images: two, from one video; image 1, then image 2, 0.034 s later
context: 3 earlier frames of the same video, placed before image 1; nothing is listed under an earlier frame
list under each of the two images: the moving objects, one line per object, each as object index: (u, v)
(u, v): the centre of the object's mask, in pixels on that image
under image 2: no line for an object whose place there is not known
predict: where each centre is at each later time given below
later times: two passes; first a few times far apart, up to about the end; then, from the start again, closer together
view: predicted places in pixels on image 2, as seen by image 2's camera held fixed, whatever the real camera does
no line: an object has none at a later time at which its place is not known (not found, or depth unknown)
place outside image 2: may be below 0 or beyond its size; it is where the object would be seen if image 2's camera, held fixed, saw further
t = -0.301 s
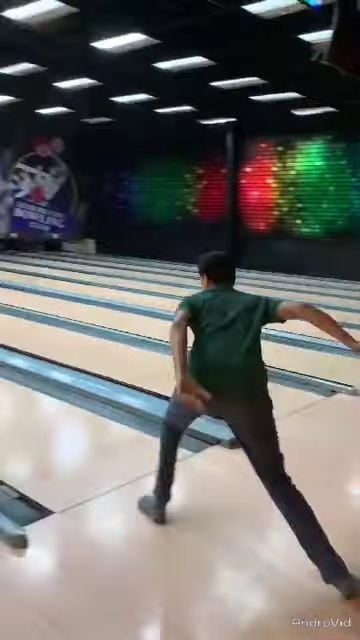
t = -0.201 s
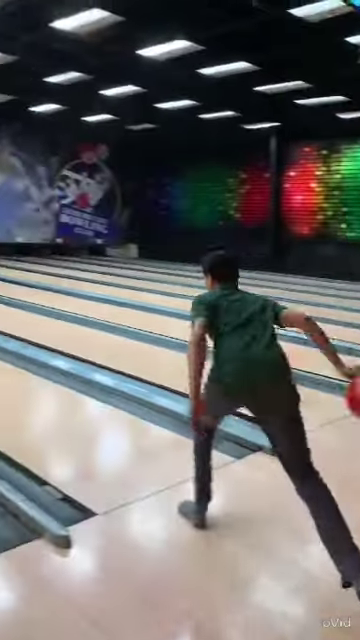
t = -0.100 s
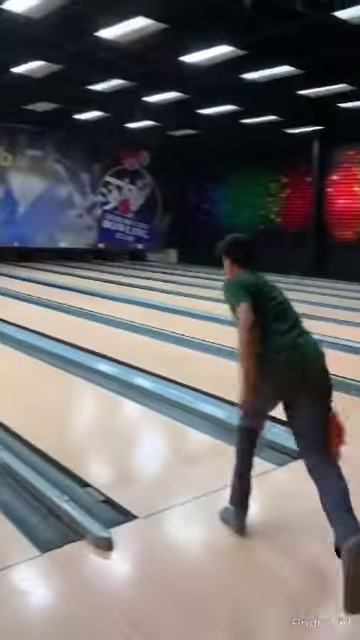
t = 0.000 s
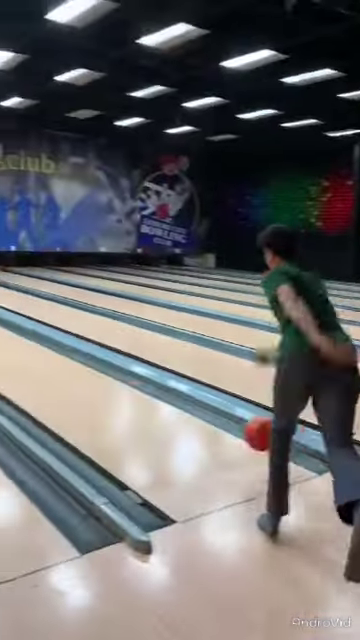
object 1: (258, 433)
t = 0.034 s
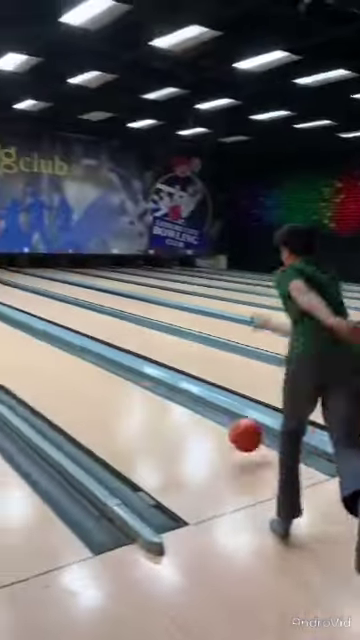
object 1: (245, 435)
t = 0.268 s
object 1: (114, 381)
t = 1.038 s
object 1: (-42, 304)
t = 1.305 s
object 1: (-66, 293)
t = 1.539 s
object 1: (-83, 285)
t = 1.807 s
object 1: (-97, 278)
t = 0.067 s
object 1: (220, 433)
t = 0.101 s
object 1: (198, 421)
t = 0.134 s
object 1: (177, 411)
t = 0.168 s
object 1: (159, 403)
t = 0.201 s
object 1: (143, 395)
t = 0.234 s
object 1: (127, 388)
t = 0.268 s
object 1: (114, 381)
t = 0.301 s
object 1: (101, 374)
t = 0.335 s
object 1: (89, 368)
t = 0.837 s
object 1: (-18, 316)
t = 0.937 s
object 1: (-31, 310)
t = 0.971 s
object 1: (-35, 308)
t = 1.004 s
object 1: (-38, 306)
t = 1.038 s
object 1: (-42, 304)
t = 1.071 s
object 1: (-46, 302)
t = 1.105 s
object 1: (-49, 301)
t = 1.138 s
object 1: (-52, 299)
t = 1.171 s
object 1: (-55, 298)
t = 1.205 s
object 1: (-58, 297)
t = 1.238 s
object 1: (-61, 295)
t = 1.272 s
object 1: (-64, 294)
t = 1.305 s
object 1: (-66, 293)
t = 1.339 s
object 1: (-69, 292)
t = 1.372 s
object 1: (-72, 290)
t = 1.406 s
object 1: (-74, 289)
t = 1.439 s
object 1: (-76, 288)
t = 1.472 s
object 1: (-78, 287)
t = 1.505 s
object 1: (-81, 286)
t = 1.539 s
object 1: (-83, 285)
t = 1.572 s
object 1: (-85, 284)
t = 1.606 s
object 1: (-87, 283)
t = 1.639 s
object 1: (-89, 282)
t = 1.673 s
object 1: (-90, 281)
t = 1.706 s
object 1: (-92, 281)
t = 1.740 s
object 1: (-94, 280)
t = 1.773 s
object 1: (-95, 279)
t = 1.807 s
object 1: (-97, 278)
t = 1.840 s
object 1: (-99, 278)
